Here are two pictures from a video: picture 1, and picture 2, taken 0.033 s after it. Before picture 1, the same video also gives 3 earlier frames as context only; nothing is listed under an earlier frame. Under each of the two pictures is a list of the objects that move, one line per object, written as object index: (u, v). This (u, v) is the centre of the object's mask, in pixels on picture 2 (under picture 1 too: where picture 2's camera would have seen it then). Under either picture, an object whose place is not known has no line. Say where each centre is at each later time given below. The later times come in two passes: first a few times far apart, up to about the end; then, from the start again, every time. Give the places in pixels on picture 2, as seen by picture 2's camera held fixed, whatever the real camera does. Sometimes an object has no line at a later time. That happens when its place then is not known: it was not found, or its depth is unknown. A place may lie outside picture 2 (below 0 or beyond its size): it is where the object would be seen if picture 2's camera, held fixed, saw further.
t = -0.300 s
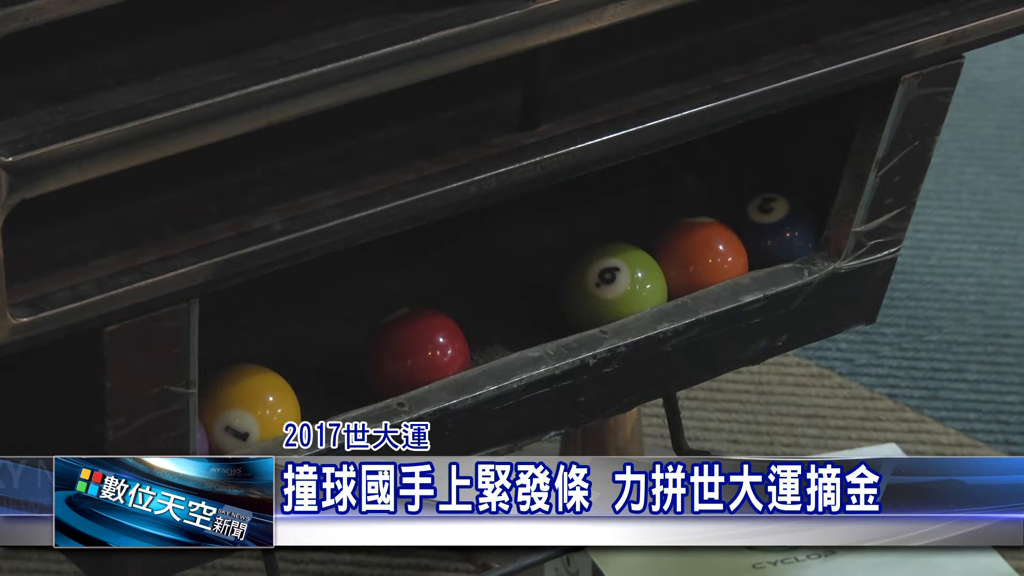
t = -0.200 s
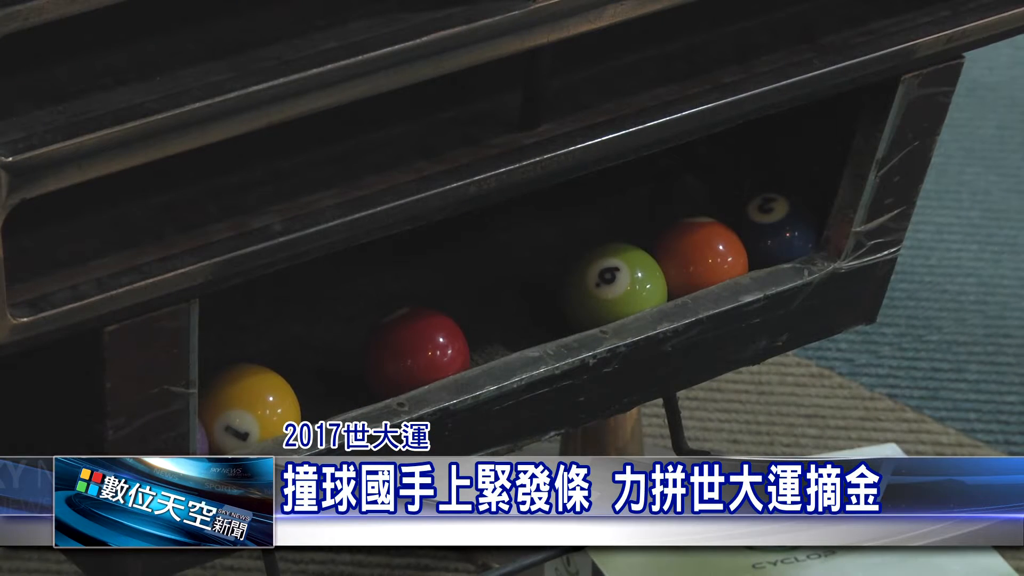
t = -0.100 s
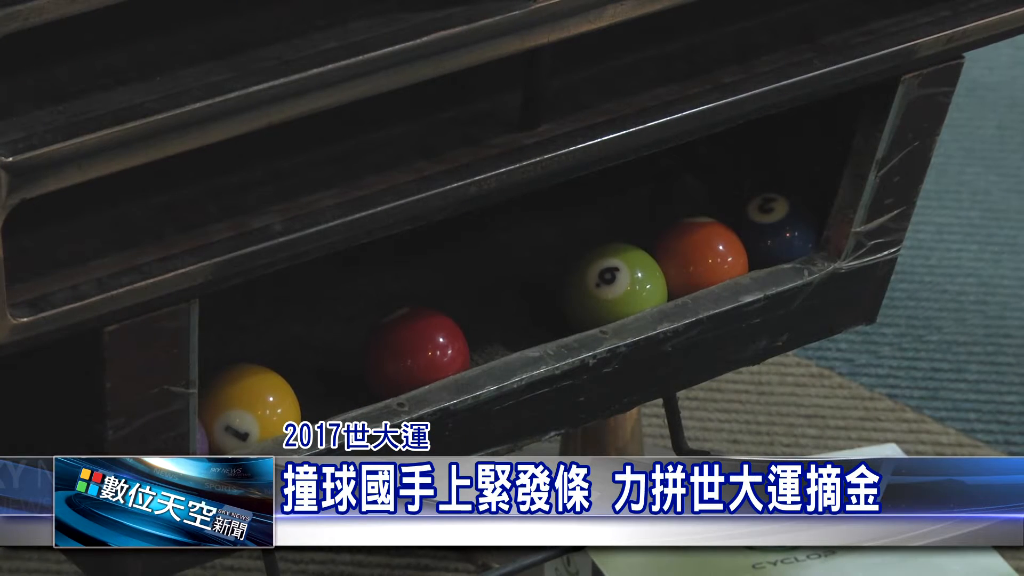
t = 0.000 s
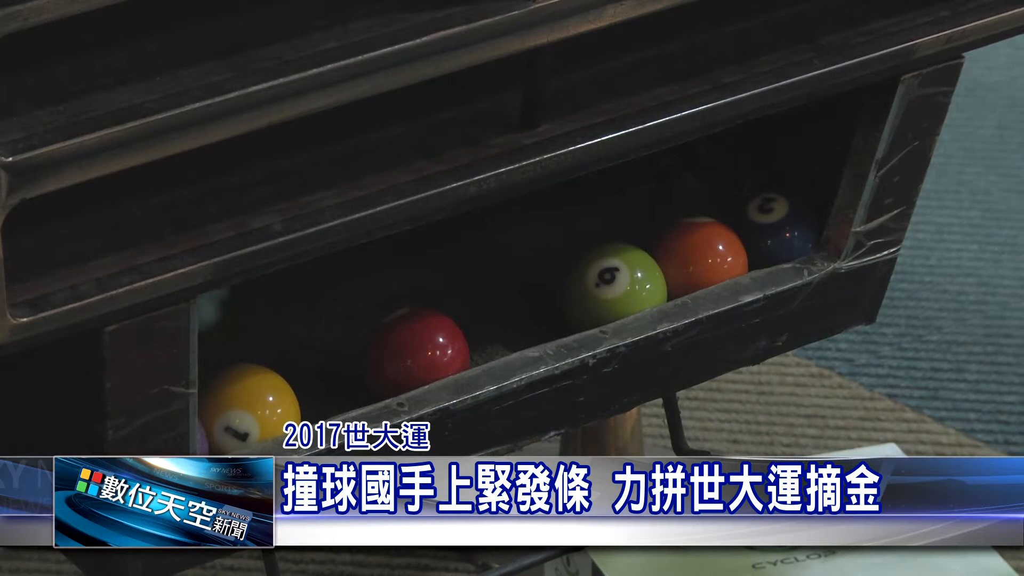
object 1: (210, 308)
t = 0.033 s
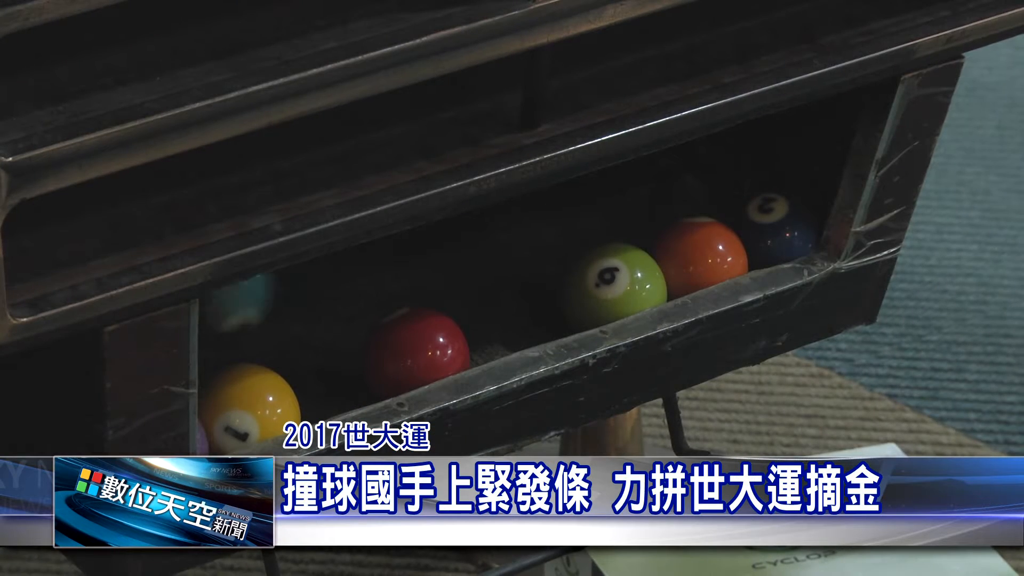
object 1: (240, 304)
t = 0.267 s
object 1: (506, 285)
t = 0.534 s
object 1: (517, 296)
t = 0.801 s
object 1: (523, 314)
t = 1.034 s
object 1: (530, 314)
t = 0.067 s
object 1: (284, 301)
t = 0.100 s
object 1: (332, 294)
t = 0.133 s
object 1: (376, 284)
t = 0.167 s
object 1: (431, 279)
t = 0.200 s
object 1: (484, 283)
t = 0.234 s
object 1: (508, 286)
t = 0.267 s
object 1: (506, 285)
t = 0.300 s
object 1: (506, 284)
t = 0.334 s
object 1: (507, 283)
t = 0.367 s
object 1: (508, 283)
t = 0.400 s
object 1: (509, 284)
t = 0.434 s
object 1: (509, 286)
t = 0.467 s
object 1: (510, 288)
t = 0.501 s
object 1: (512, 291)
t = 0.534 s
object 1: (517, 296)
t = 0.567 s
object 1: (520, 300)
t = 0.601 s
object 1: (522, 304)
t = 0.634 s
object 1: (526, 308)
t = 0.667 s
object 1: (530, 312)
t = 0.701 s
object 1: (527, 312)
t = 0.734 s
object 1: (524, 312)
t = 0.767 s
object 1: (523, 313)
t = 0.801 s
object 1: (523, 314)
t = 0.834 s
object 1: (524, 315)
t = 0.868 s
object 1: (524, 315)
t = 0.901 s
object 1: (525, 314)
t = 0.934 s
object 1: (526, 314)
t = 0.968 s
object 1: (527, 314)
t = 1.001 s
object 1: (528, 314)
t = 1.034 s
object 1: (530, 314)
